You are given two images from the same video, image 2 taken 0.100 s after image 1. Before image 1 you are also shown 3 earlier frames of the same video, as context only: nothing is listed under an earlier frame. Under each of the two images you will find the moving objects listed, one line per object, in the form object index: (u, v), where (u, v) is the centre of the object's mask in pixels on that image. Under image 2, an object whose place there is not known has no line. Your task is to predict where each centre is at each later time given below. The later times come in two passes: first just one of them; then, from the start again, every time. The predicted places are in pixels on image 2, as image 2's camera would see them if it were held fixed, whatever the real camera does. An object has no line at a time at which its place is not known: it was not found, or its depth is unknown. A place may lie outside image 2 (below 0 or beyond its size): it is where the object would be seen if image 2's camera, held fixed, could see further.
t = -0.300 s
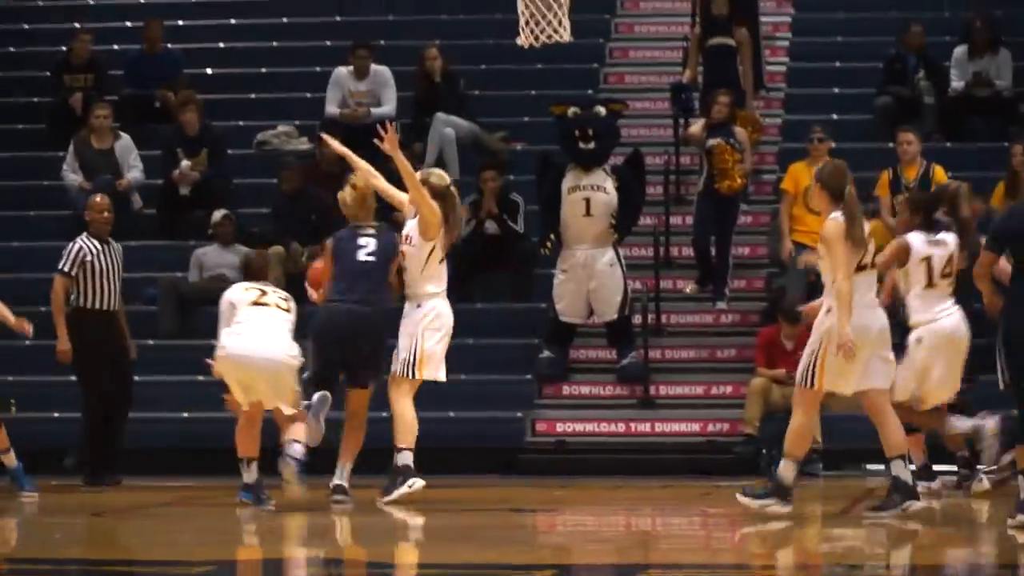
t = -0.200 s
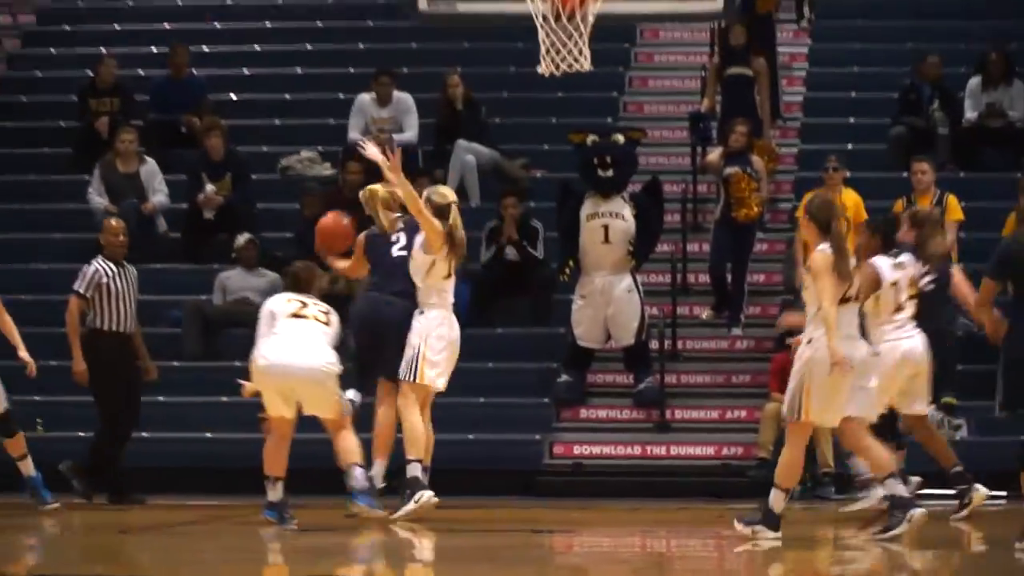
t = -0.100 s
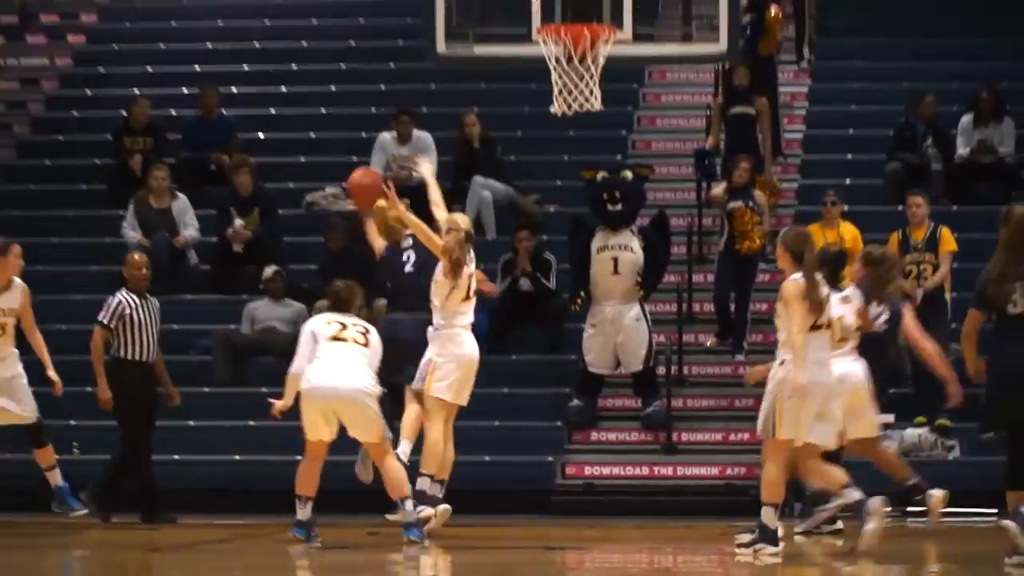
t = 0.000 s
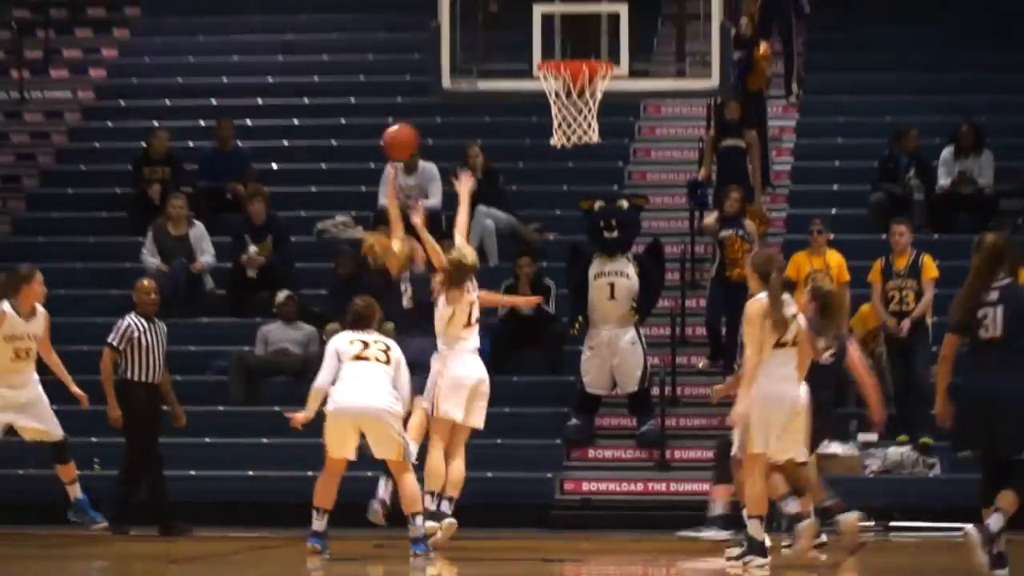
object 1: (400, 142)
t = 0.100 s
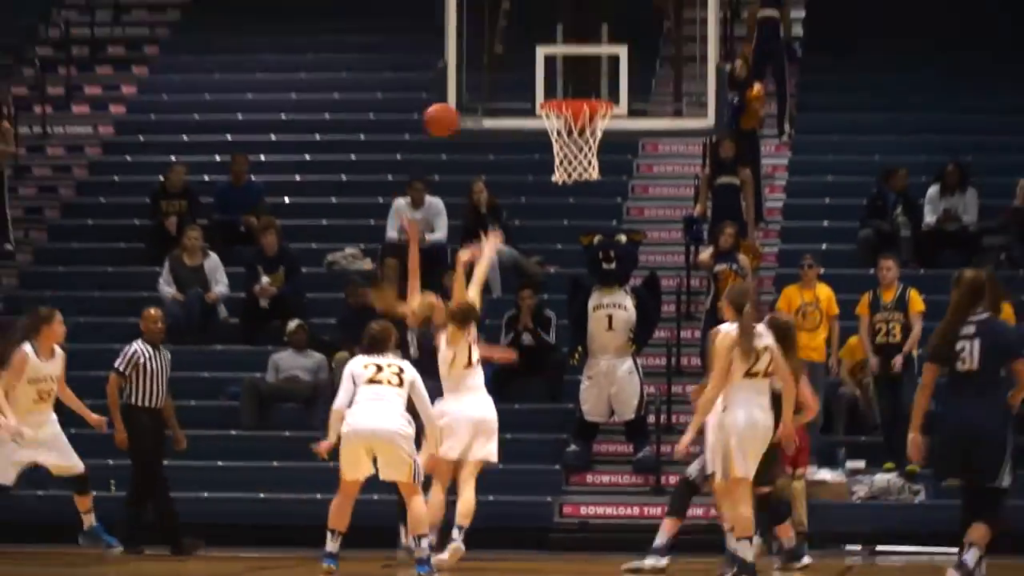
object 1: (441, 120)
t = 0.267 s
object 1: (495, 59)
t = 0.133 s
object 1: (452, 104)
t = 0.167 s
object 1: (464, 90)
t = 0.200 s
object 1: (474, 79)
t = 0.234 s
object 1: (484, 68)
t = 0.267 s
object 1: (495, 59)
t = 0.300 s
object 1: (505, 52)
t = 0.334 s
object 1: (514, 47)
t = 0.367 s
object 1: (526, 43)
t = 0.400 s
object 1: (534, 41)
